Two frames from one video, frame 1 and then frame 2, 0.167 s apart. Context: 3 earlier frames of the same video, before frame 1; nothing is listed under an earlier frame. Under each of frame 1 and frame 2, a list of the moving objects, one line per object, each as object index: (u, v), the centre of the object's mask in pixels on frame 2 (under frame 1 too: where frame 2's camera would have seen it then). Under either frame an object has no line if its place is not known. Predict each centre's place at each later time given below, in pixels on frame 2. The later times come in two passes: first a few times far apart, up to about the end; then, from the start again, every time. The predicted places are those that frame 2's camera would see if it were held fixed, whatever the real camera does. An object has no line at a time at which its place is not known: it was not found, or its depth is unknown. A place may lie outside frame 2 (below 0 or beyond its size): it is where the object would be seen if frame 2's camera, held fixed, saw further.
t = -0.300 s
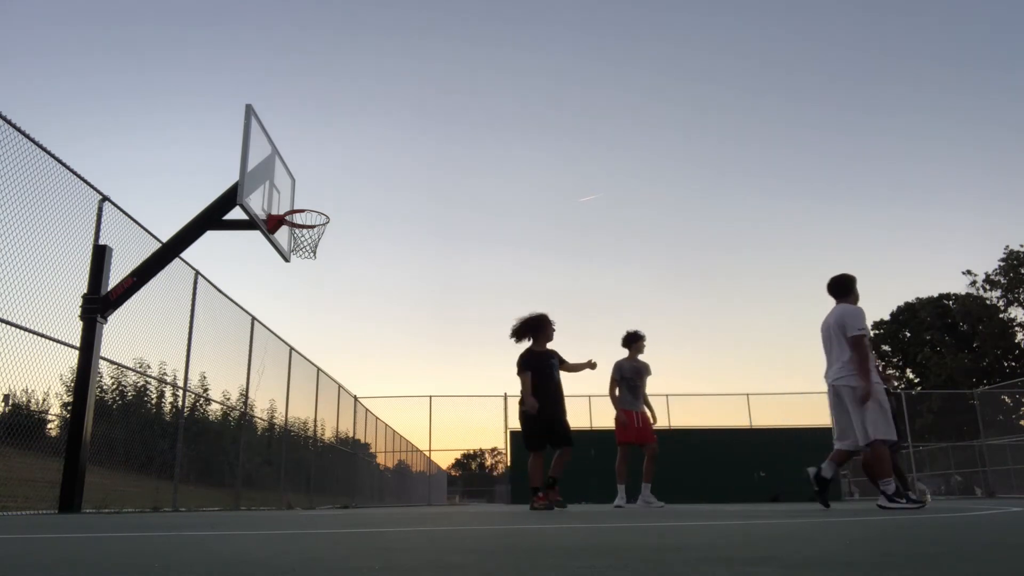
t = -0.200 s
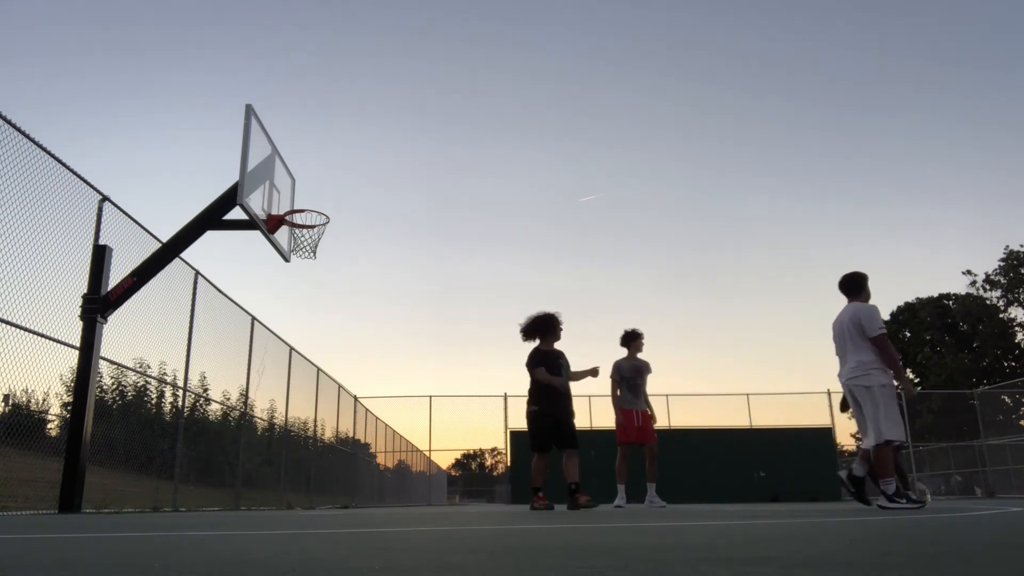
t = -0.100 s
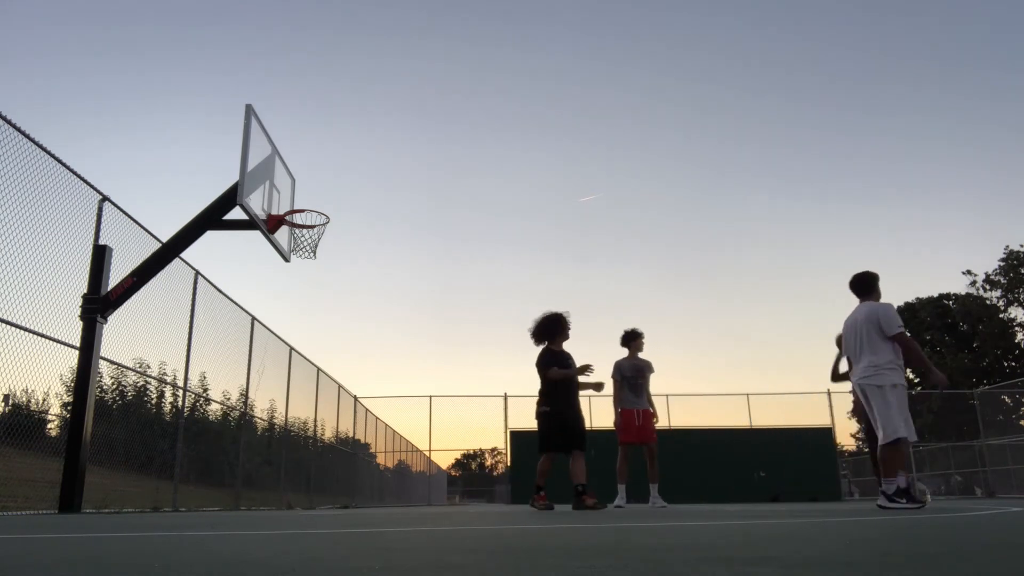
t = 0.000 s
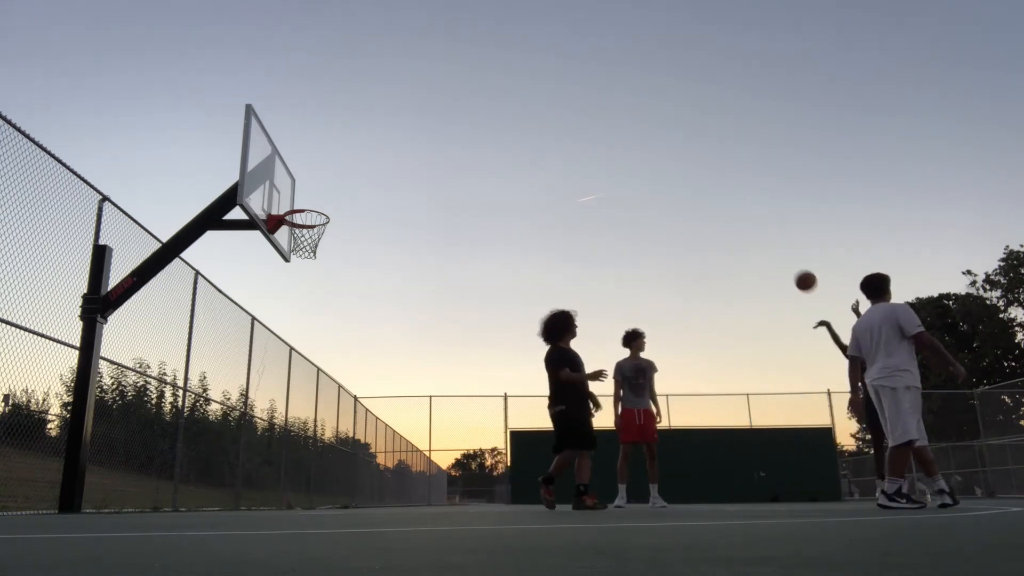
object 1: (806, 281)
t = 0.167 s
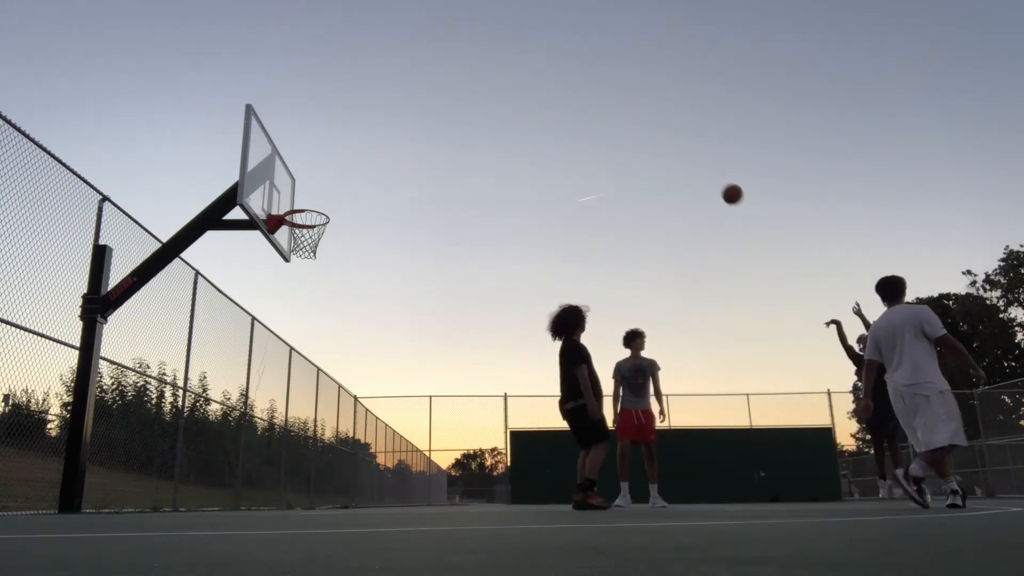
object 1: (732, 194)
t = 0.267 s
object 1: (692, 155)
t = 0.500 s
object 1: (603, 95)
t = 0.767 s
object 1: (508, 78)
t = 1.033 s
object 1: (412, 114)
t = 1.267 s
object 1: (323, 192)
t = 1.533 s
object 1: (313, 242)
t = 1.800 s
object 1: (324, 247)
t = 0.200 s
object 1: (719, 180)
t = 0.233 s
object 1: (705, 167)
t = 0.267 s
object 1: (692, 155)
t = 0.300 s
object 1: (678, 144)
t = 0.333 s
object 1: (665, 133)
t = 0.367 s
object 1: (653, 124)
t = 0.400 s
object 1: (640, 116)
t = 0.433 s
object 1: (628, 108)
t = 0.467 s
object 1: (616, 101)
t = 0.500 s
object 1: (603, 95)
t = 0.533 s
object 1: (591, 91)
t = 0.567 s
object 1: (579, 86)
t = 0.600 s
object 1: (567, 83)
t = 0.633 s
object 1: (555, 80)
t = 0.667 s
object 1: (544, 79)
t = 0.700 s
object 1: (532, 78)
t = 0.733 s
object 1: (520, 78)
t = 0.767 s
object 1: (508, 78)
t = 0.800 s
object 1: (496, 80)
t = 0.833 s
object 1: (484, 82)
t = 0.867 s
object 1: (473, 85)
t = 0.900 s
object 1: (460, 89)
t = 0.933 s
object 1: (449, 94)
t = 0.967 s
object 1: (437, 100)
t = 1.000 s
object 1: (425, 106)
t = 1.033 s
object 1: (412, 114)
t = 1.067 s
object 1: (400, 122)
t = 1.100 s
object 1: (388, 131)
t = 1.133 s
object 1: (375, 142)
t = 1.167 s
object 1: (362, 153)
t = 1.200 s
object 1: (349, 165)
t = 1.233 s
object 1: (336, 178)
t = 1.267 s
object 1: (323, 192)
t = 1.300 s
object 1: (310, 207)
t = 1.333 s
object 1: (299, 217)
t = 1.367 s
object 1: (295, 225)
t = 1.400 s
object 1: (296, 233)
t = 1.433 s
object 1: (299, 239)
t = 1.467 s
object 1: (303, 241)
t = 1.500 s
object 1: (308, 243)
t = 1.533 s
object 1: (313, 242)
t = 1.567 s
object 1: (317, 242)
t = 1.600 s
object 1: (320, 241)
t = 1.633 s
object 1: (323, 241)
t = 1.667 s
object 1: (325, 241)
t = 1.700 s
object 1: (326, 241)
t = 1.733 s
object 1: (325, 242)
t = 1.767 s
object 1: (325, 244)
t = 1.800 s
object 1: (324, 247)
